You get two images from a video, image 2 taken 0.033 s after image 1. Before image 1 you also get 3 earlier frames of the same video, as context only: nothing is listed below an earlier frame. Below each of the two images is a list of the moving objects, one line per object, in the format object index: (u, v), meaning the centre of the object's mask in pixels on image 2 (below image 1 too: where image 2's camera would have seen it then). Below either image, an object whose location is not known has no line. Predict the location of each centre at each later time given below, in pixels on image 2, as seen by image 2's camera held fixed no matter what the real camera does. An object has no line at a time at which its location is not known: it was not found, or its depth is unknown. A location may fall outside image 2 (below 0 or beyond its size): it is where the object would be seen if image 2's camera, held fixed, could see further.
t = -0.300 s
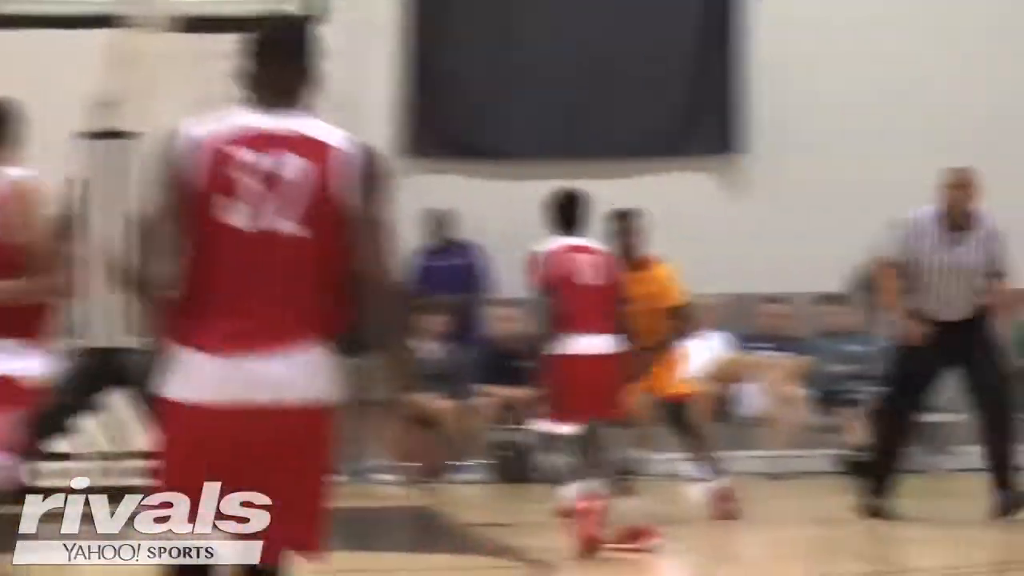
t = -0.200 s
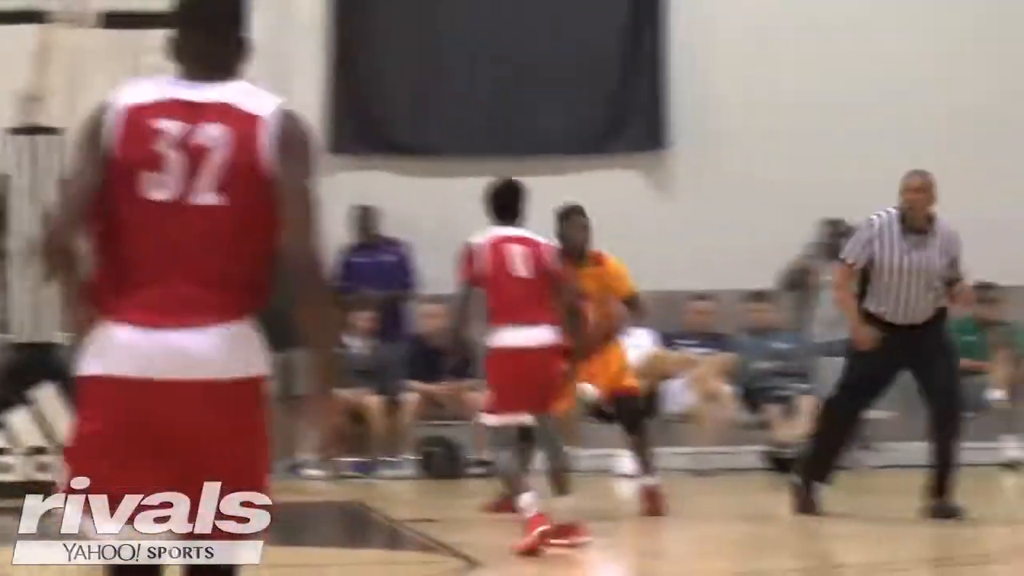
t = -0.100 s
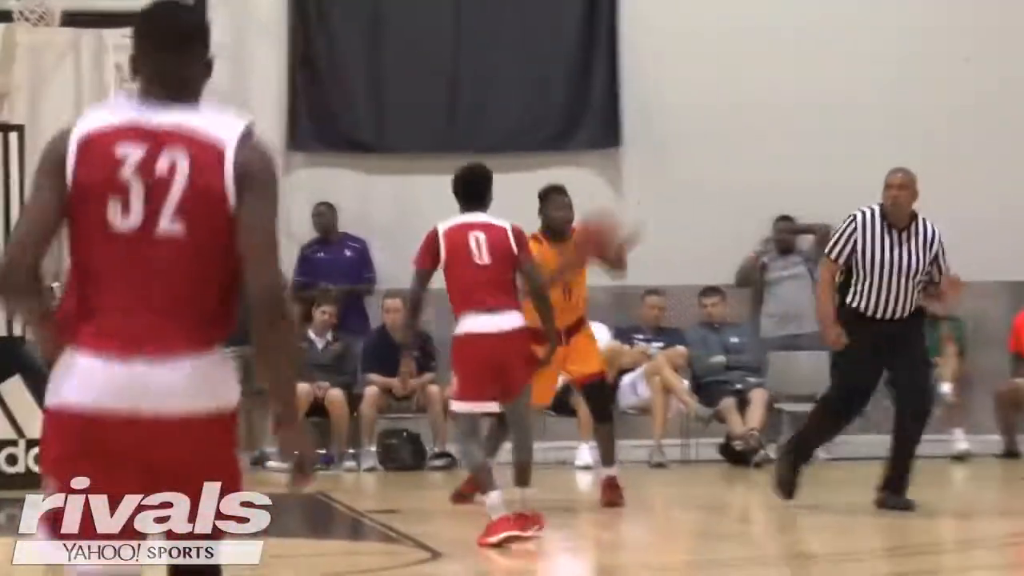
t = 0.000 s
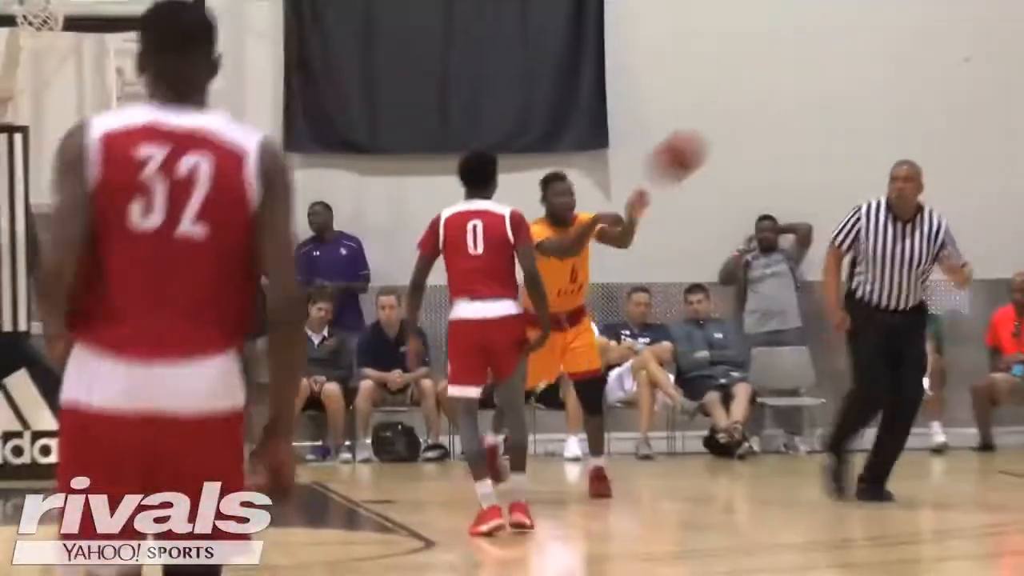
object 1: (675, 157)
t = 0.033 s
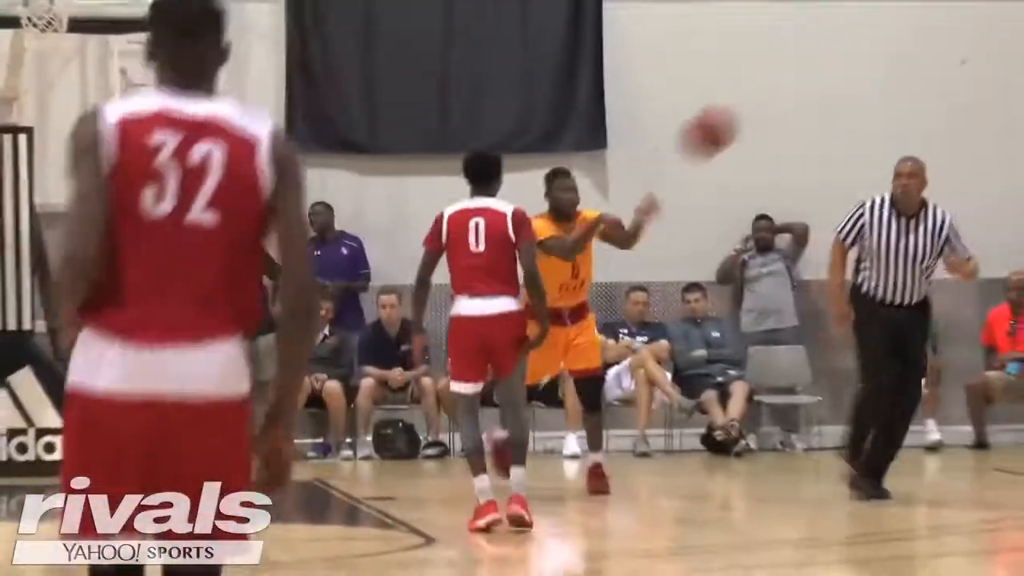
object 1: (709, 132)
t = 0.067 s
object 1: (743, 110)
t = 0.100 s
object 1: (778, 92)
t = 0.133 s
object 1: (814, 73)
